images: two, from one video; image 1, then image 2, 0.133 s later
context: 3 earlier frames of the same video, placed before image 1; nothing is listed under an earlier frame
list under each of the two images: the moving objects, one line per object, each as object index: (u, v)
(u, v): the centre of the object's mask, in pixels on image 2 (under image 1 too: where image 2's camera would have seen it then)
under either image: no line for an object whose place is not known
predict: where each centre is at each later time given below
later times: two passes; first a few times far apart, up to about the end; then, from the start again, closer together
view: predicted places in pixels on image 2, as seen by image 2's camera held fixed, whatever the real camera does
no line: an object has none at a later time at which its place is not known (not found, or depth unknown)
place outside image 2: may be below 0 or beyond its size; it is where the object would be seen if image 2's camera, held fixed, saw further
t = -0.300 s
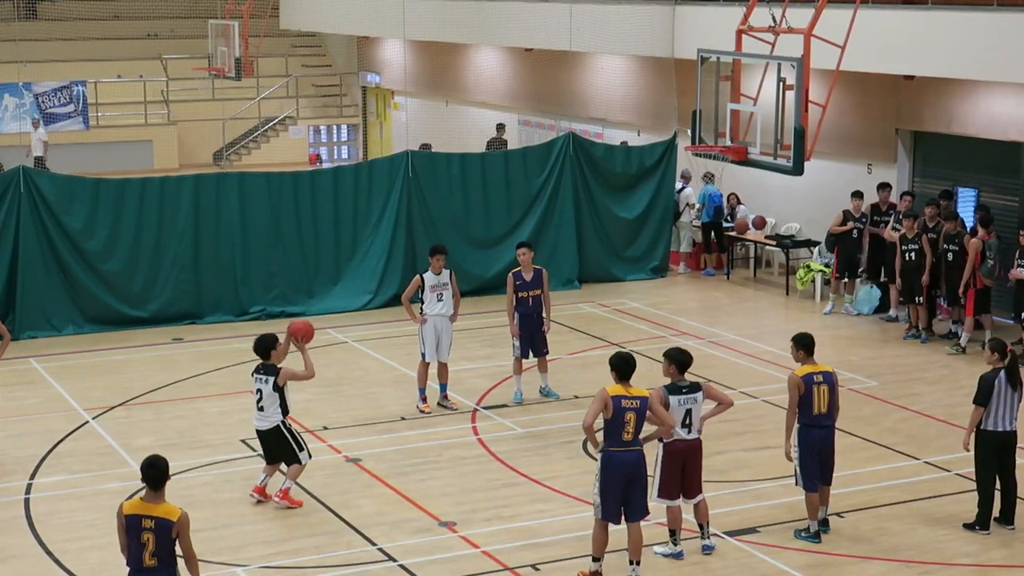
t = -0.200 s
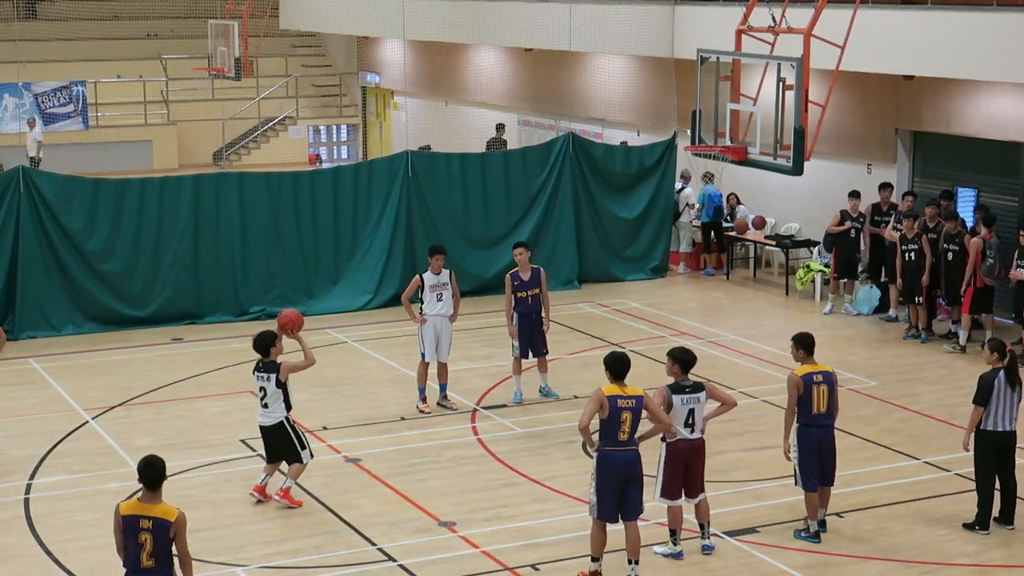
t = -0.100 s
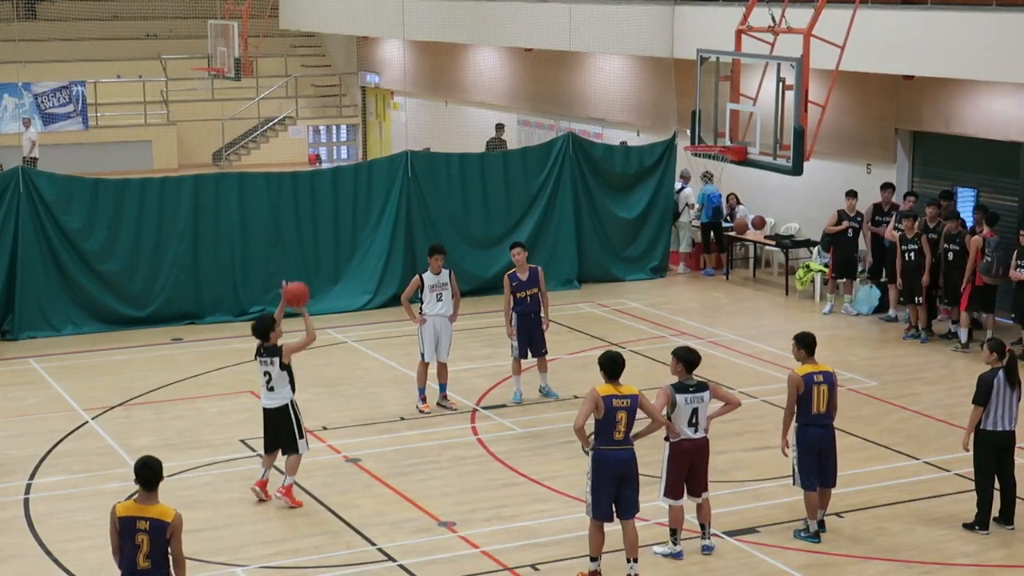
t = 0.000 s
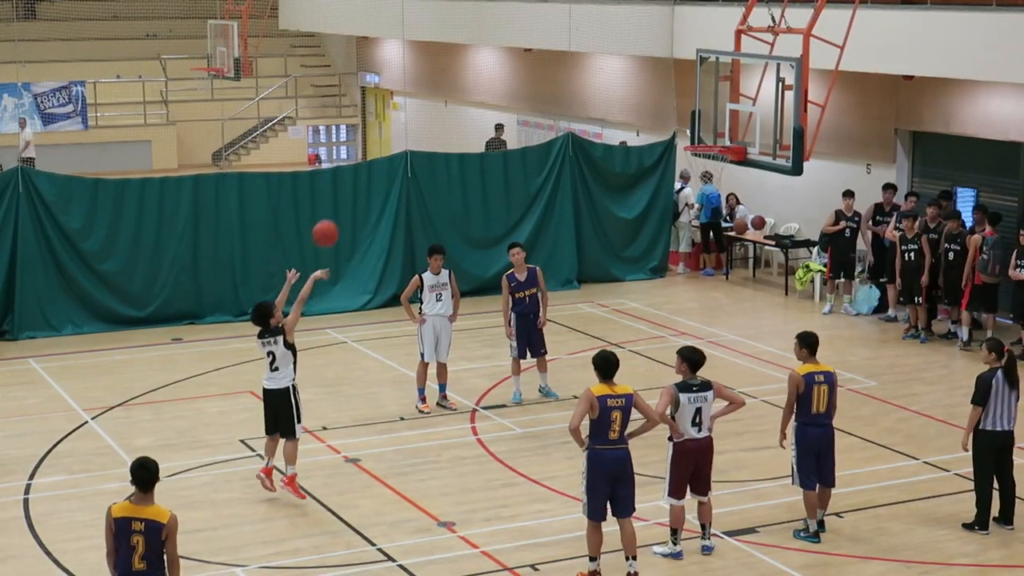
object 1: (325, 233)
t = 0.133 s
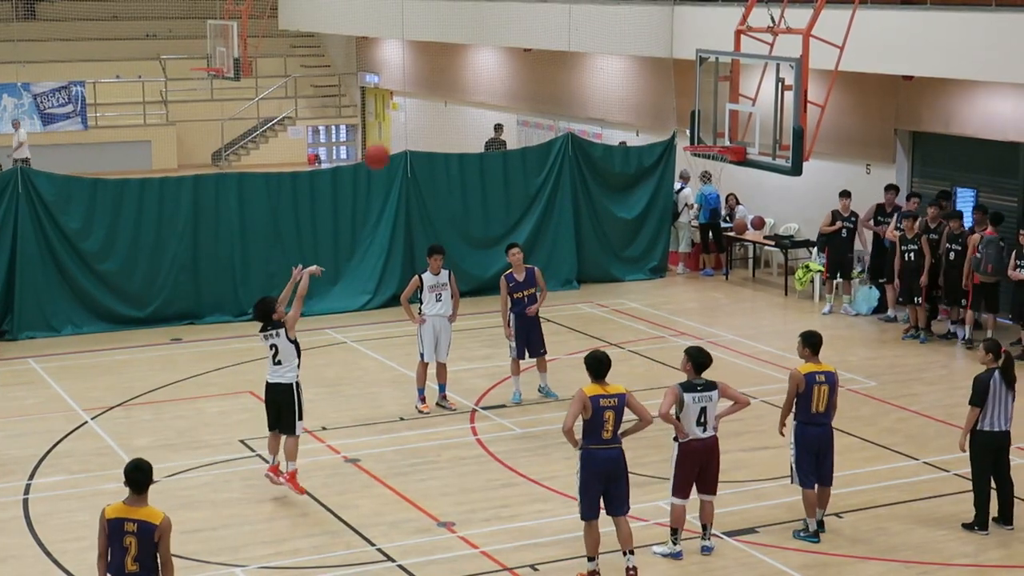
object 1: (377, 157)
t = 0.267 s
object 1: (427, 98)
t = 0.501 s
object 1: (513, 42)
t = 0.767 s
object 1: (608, 47)
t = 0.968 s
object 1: (675, 98)
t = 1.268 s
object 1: (708, 230)
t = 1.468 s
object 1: (699, 350)
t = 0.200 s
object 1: (402, 124)
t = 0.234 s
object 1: (415, 110)
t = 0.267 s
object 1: (427, 98)
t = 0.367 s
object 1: (464, 66)
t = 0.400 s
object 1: (477, 58)
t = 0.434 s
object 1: (489, 51)
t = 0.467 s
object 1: (501, 46)
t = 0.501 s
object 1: (513, 42)
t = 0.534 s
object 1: (525, 38)
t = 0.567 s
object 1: (538, 36)
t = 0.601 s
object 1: (549, 35)
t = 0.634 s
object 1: (561, 35)
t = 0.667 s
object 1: (573, 37)
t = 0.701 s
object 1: (585, 39)
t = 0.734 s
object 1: (596, 42)
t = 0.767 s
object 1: (608, 47)
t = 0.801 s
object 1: (619, 53)
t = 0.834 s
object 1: (631, 59)
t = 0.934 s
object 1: (664, 87)
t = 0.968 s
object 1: (675, 98)
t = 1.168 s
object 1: (716, 179)
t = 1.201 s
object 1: (713, 196)
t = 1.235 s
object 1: (710, 212)
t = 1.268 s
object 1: (708, 230)
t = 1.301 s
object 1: (706, 247)
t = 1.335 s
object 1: (704, 265)
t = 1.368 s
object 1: (702, 287)
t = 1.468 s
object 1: (699, 350)
